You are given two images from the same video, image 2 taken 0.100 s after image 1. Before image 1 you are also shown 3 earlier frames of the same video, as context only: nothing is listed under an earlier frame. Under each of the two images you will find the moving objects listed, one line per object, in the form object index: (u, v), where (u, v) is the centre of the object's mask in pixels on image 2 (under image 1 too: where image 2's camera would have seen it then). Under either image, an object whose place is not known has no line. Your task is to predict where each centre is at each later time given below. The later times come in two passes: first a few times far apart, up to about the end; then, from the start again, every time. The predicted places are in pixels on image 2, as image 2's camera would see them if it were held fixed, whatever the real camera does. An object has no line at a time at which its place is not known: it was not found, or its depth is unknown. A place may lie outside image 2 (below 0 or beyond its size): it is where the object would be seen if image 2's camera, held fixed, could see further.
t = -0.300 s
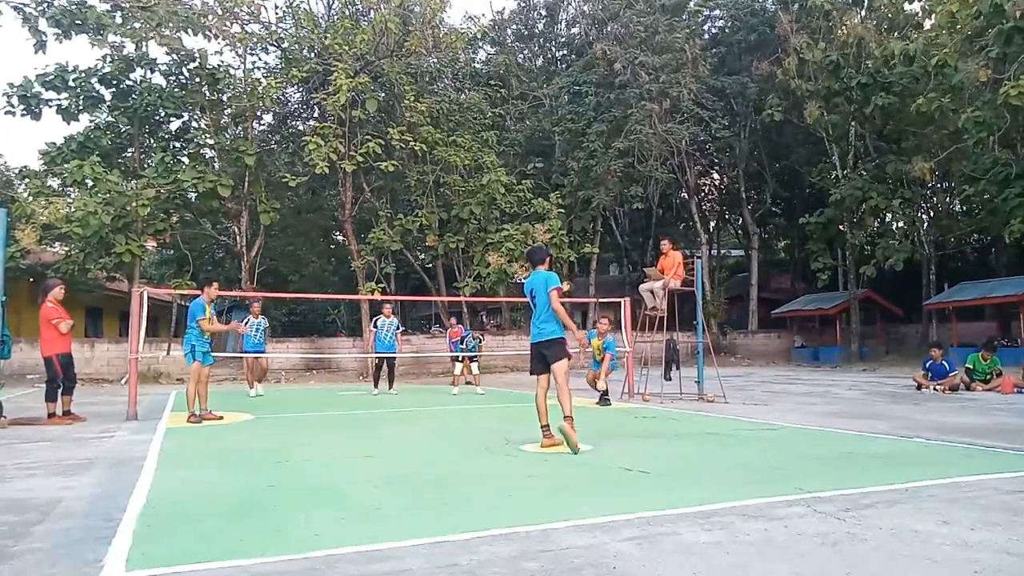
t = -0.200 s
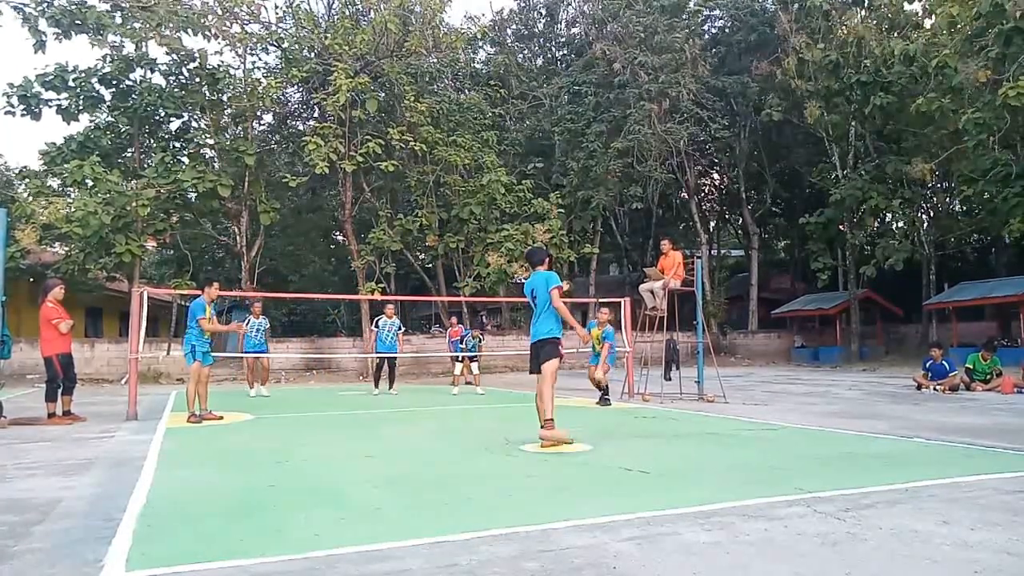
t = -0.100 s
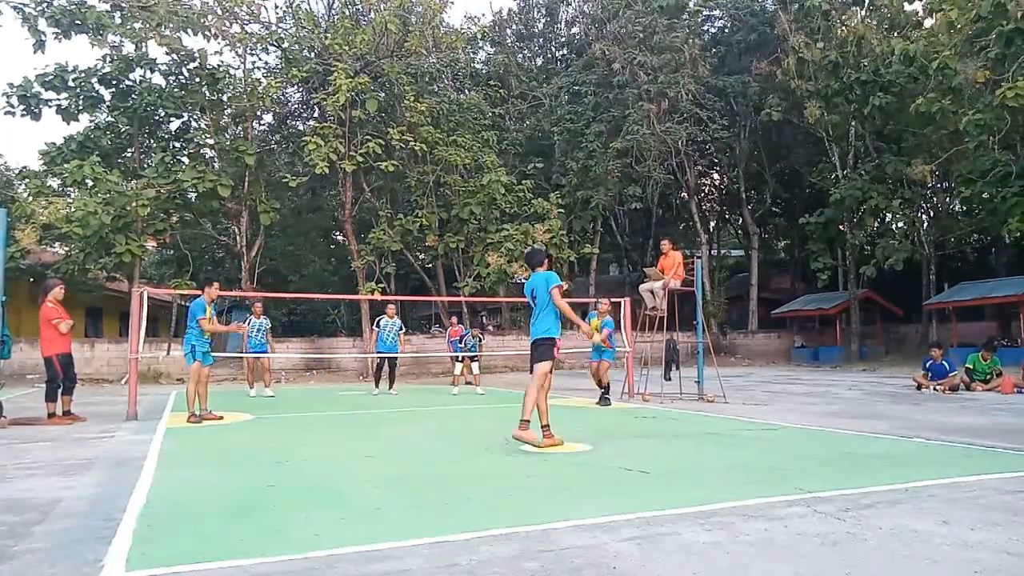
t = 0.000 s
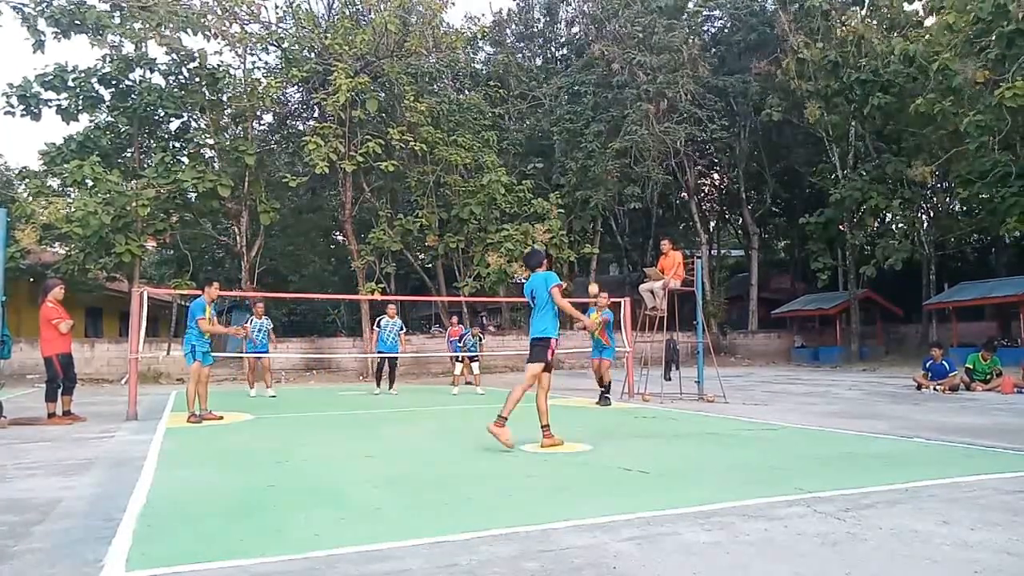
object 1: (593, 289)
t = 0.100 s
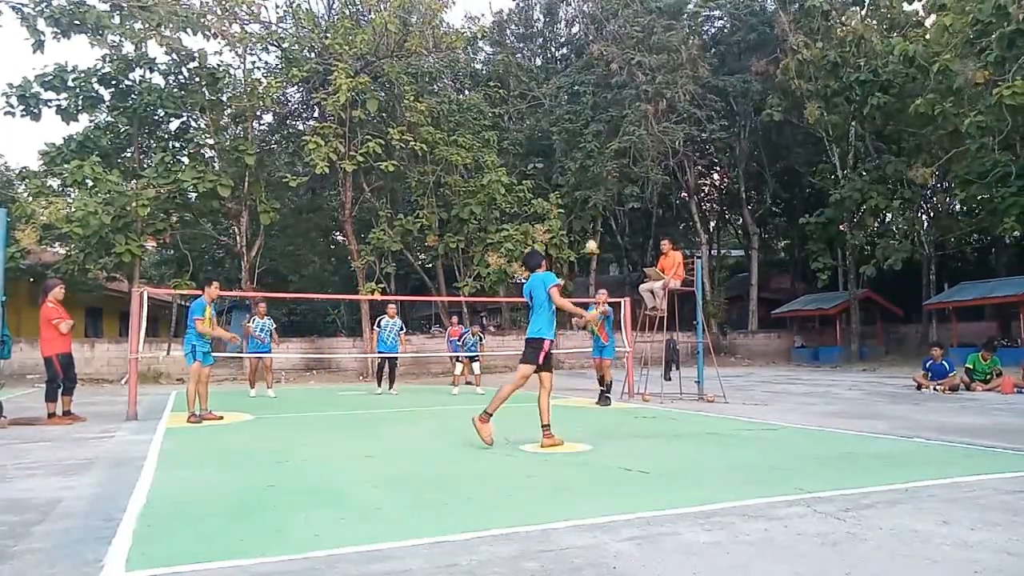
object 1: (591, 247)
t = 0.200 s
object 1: (589, 208)
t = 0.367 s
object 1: (584, 158)
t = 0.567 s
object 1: (579, 124)
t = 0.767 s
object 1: (572, 125)
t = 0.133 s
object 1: (590, 232)
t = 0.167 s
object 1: (589, 220)
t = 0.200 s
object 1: (589, 208)
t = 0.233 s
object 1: (588, 197)
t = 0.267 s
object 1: (587, 186)
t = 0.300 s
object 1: (587, 176)
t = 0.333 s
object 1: (585, 167)
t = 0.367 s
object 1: (584, 158)
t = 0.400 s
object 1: (584, 150)
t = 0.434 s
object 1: (583, 143)
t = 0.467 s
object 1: (582, 137)
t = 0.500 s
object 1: (581, 132)
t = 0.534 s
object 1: (580, 126)
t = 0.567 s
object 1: (579, 124)
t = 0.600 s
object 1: (578, 121)
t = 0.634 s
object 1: (577, 120)
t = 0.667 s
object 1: (576, 120)
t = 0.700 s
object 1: (575, 120)
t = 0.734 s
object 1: (573, 122)
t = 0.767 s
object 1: (572, 125)
